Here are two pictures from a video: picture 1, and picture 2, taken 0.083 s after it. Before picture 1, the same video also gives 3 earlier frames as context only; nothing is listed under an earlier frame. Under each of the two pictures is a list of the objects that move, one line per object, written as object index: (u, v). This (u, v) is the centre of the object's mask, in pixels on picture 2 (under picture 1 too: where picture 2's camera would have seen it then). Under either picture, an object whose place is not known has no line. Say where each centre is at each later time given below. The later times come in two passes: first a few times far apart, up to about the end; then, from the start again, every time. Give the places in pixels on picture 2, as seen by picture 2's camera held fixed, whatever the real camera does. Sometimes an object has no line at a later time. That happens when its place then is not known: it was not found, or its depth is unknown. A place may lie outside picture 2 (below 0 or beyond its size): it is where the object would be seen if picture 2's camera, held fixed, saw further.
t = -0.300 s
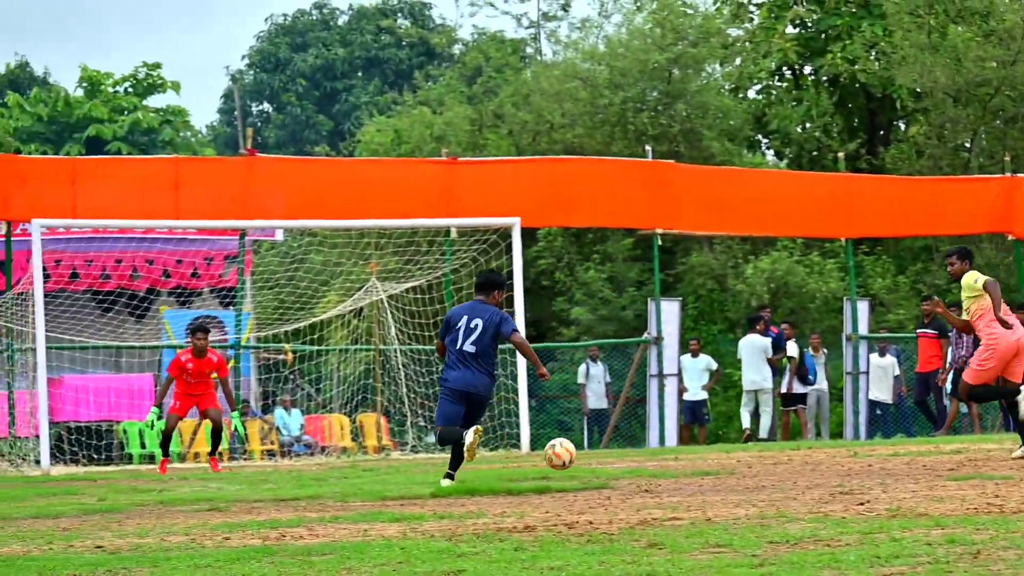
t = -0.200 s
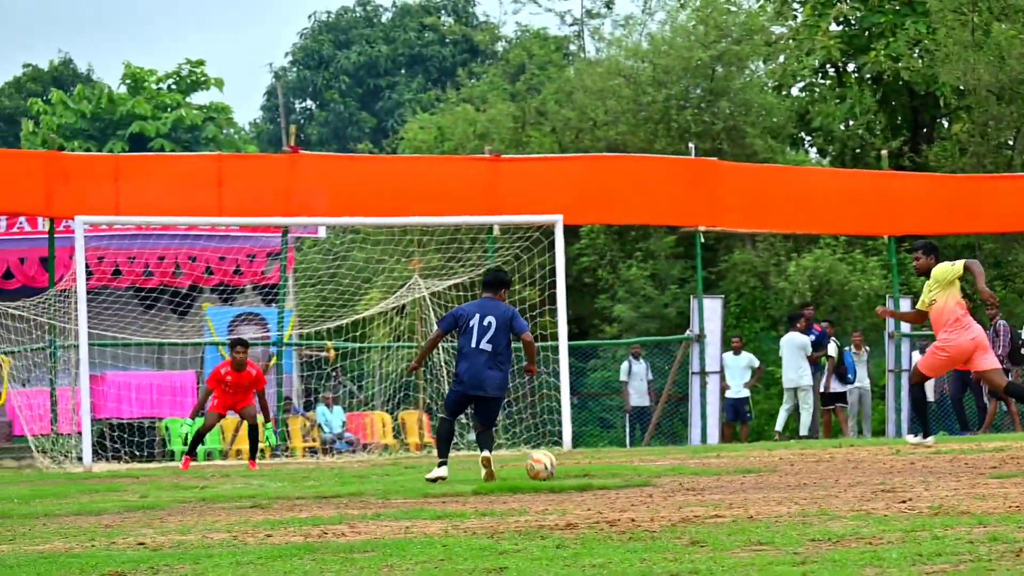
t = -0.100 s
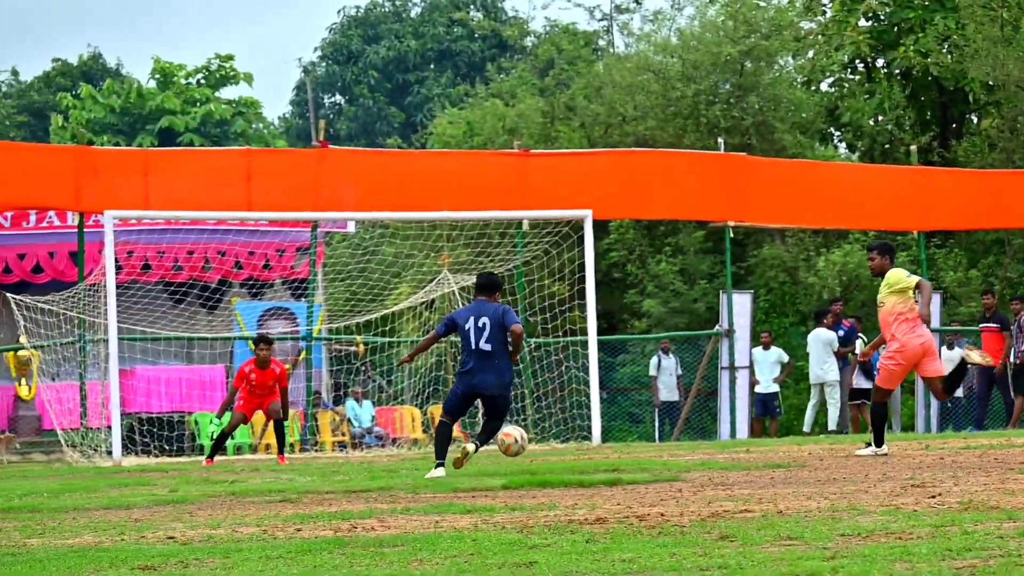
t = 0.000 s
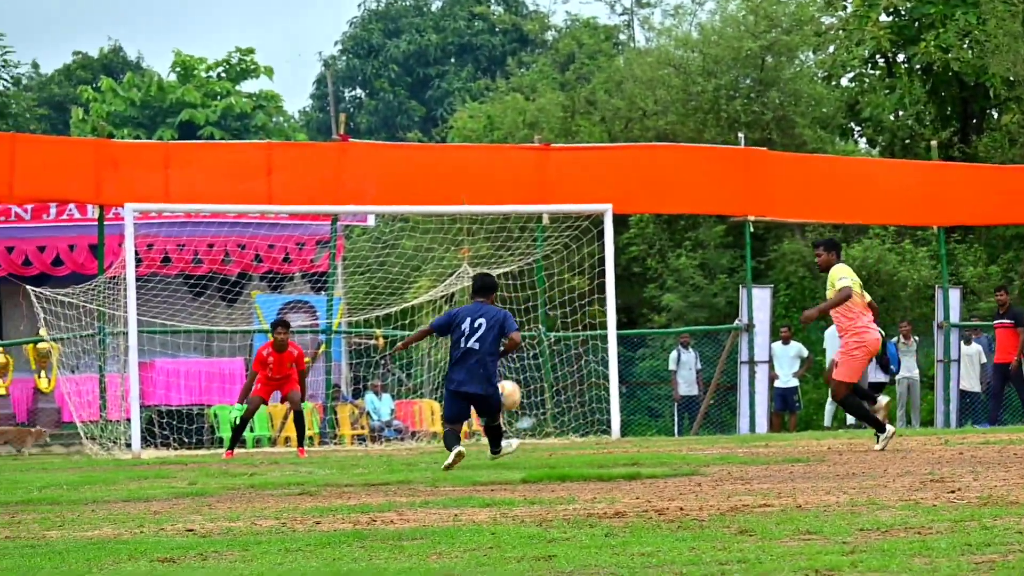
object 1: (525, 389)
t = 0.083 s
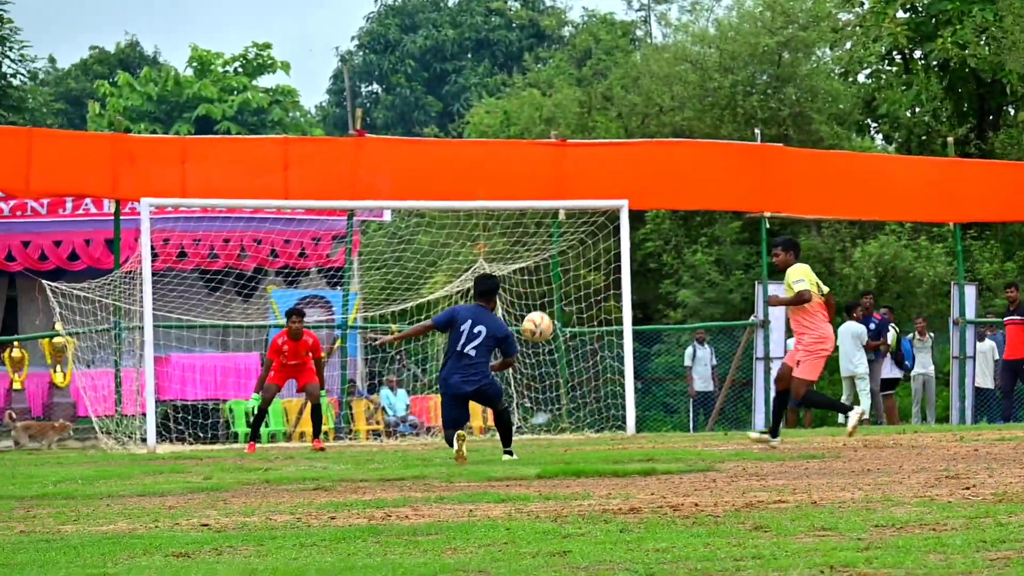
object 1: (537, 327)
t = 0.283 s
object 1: (574, 219)
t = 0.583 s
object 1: (627, 164)
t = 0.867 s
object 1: (675, 215)
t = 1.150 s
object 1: (733, 342)
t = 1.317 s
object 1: (760, 417)
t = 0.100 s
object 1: (541, 314)
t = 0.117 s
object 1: (544, 304)
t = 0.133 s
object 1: (548, 293)
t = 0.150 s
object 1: (551, 283)
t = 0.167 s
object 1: (554, 274)
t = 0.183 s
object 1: (556, 264)
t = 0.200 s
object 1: (559, 256)
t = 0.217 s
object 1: (562, 247)
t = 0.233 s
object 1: (566, 239)
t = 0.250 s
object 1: (570, 231)
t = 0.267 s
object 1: (572, 224)
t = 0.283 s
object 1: (574, 219)
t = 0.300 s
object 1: (576, 212)
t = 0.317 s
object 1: (578, 207)
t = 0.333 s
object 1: (584, 200)
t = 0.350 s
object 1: (587, 195)
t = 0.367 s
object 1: (589, 190)
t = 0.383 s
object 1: (592, 185)
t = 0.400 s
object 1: (594, 182)
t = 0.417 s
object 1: (597, 178)
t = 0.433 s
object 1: (601, 176)
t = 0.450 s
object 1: (604, 173)
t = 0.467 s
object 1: (607, 170)
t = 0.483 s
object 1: (609, 168)
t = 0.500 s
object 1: (612, 166)
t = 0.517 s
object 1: (614, 165)
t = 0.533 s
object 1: (617, 164)
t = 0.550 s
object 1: (620, 164)
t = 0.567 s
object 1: (624, 164)
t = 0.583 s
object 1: (627, 164)
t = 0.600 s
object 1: (629, 164)
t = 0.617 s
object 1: (632, 164)
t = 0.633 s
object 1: (634, 166)
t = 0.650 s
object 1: (637, 168)
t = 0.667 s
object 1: (640, 170)
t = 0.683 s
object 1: (643, 172)
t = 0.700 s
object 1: (646, 174)
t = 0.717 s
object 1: (649, 177)
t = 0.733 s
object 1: (652, 179)
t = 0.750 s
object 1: (655, 183)
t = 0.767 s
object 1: (658, 187)
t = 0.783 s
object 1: (661, 191)
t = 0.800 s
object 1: (664, 195)
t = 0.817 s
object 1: (667, 199)
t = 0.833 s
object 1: (670, 204)
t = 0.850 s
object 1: (672, 210)
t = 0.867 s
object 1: (675, 215)
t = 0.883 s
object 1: (679, 221)
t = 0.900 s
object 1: (682, 227)
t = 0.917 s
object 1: (685, 232)
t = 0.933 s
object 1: (688, 238)
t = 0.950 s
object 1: (691, 245)
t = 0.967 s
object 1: (695, 252)
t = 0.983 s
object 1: (699, 259)
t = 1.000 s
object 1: (702, 267)
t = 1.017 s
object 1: (705, 274)
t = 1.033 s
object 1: (708, 281)
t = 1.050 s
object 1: (712, 289)
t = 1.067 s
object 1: (715, 297)
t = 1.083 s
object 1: (719, 307)
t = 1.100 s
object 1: (723, 316)
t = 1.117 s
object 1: (727, 325)
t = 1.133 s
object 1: (730, 333)
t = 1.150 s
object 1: (733, 342)
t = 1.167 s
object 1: (736, 352)
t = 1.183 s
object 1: (740, 362)
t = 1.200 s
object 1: (744, 373)
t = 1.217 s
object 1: (748, 383)
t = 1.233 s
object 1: (752, 393)
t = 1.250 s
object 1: (755, 404)
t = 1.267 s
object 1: (759, 414)
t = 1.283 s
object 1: (762, 426)
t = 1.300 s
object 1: (762, 427)
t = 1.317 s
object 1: (760, 417)
